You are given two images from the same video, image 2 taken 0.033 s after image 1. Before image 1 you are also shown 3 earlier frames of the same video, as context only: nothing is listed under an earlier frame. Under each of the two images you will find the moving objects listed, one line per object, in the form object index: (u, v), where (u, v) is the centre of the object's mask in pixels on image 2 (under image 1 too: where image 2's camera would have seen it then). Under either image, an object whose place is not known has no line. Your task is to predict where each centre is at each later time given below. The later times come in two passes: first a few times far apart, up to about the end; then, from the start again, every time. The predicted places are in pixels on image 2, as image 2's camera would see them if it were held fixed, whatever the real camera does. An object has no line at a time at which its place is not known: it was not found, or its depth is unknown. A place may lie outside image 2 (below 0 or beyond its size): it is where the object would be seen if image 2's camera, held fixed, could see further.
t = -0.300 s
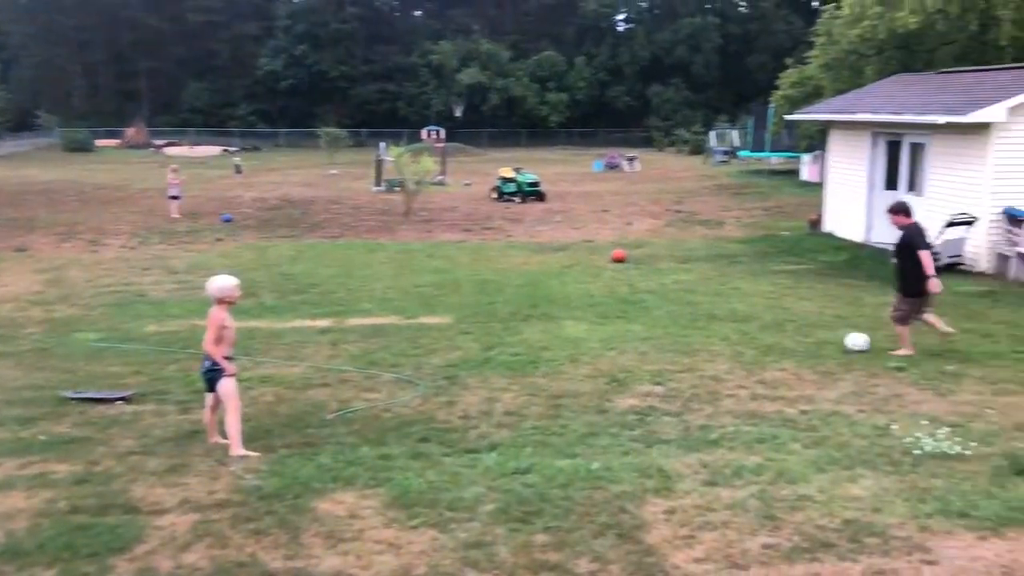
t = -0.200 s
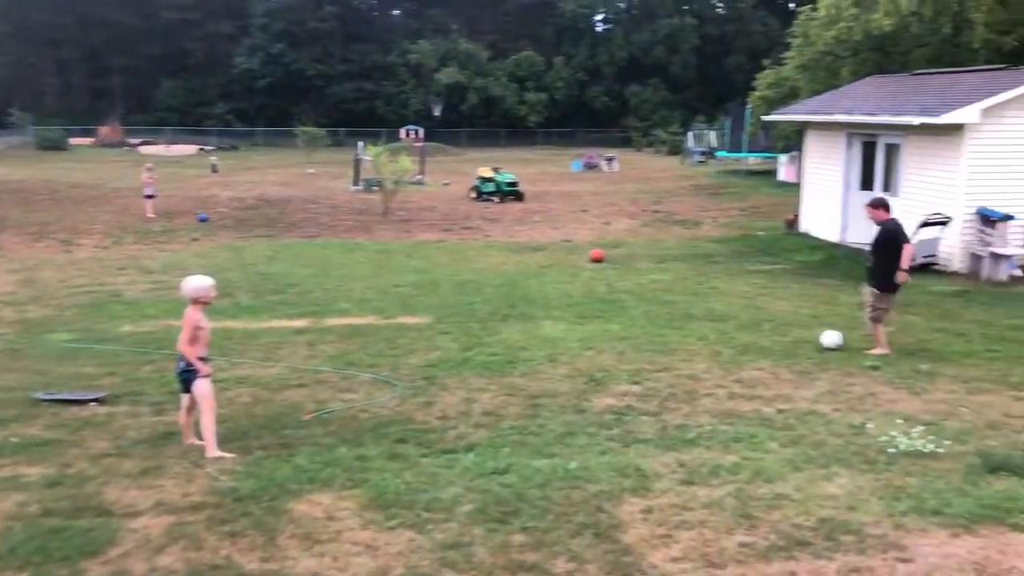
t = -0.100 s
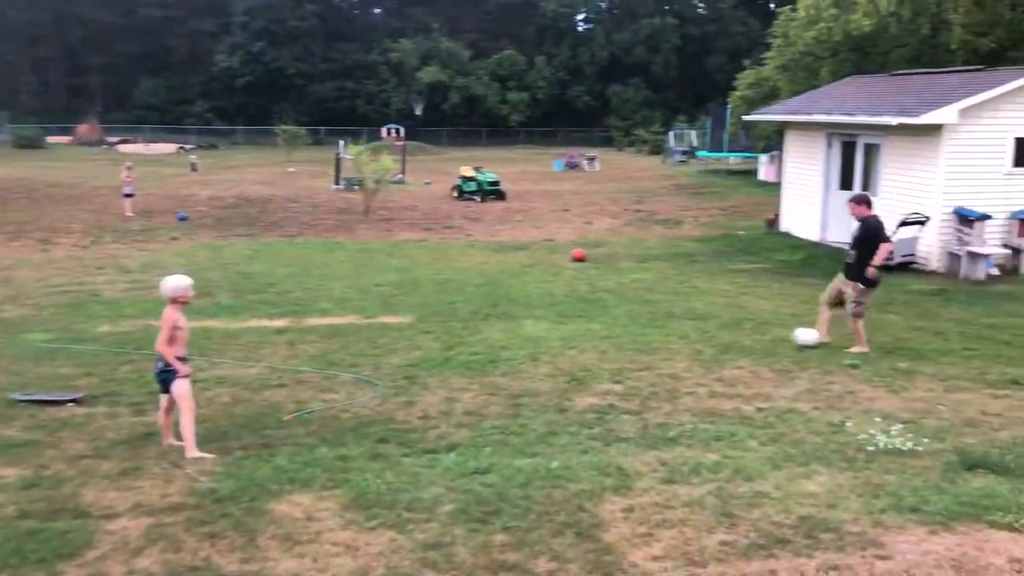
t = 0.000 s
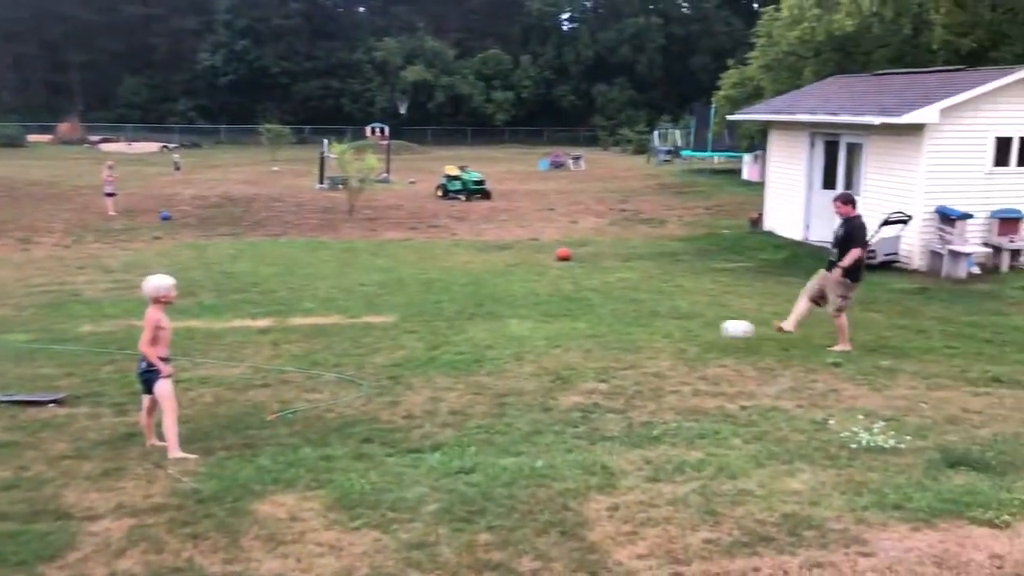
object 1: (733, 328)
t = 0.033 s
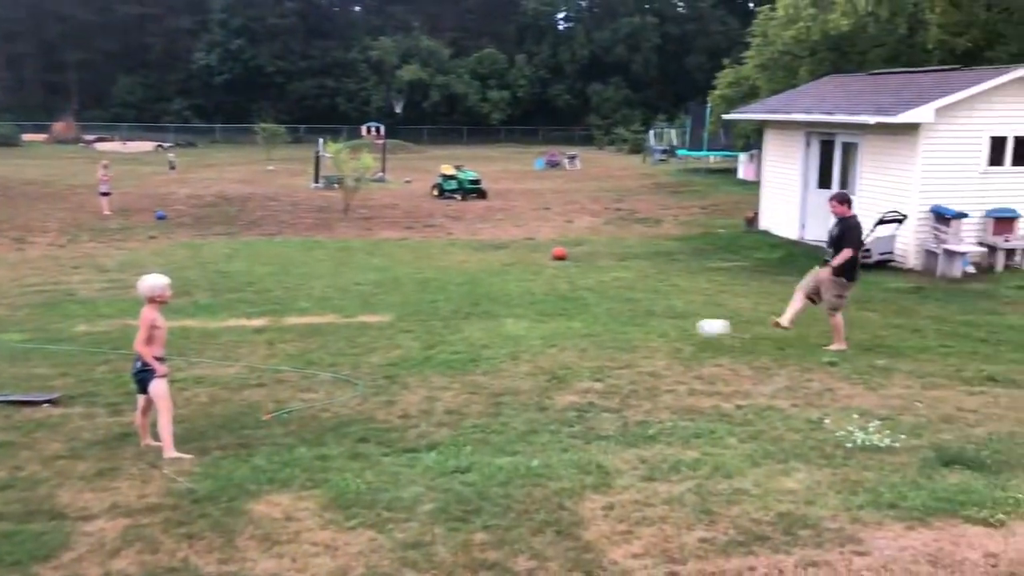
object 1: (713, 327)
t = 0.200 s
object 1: (614, 342)
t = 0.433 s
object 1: (477, 365)
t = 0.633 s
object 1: (373, 378)
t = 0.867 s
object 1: (277, 385)
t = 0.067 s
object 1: (694, 328)
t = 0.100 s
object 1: (675, 330)
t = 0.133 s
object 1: (655, 332)
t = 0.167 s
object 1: (634, 338)
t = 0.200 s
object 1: (614, 342)
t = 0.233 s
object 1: (593, 349)
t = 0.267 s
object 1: (572, 357)
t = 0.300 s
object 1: (552, 360)
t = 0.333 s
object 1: (534, 360)
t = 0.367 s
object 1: (516, 361)
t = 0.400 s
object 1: (497, 363)
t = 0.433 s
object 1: (477, 365)
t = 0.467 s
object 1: (458, 369)
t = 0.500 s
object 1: (440, 372)
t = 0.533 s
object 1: (423, 373)
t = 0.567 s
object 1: (406, 374)
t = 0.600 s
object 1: (390, 376)
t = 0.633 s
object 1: (373, 378)
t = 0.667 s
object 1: (358, 379)
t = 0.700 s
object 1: (344, 380)
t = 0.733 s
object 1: (330, 381)
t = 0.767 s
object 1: (317, 383)
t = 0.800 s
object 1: (303, 385)
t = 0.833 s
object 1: (290, 385)
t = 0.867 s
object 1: (277, 385)
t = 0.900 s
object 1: (264, 387)
